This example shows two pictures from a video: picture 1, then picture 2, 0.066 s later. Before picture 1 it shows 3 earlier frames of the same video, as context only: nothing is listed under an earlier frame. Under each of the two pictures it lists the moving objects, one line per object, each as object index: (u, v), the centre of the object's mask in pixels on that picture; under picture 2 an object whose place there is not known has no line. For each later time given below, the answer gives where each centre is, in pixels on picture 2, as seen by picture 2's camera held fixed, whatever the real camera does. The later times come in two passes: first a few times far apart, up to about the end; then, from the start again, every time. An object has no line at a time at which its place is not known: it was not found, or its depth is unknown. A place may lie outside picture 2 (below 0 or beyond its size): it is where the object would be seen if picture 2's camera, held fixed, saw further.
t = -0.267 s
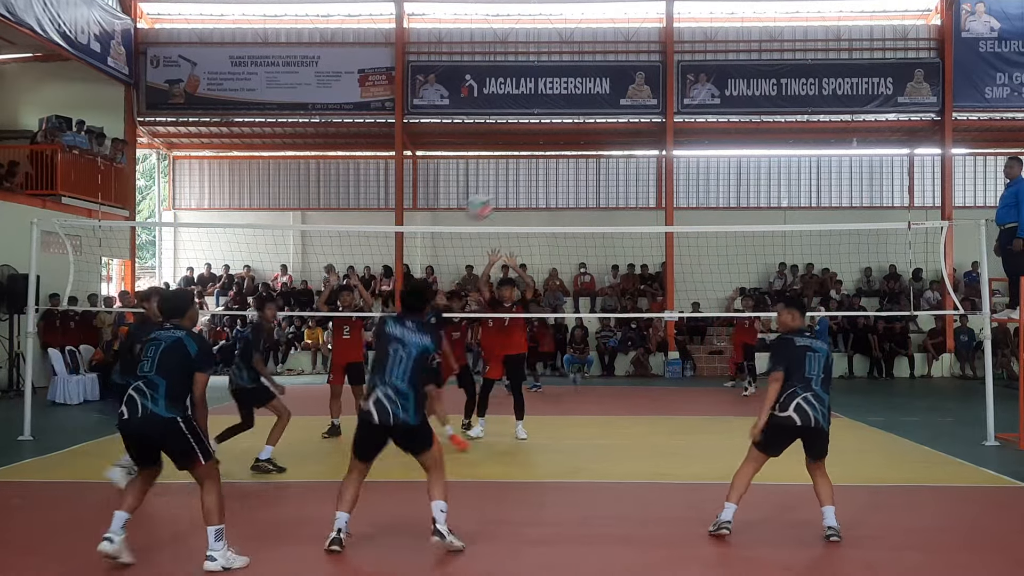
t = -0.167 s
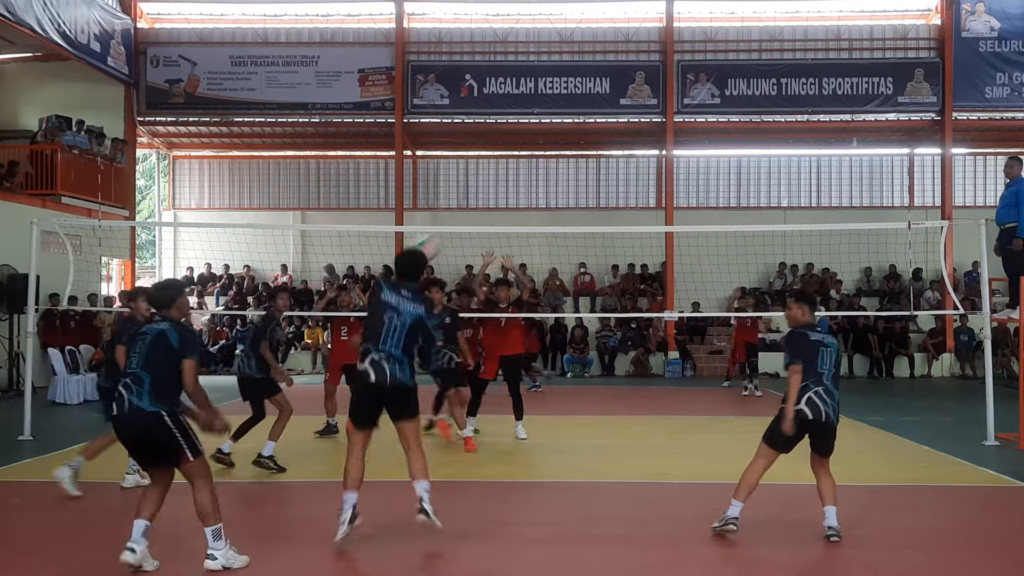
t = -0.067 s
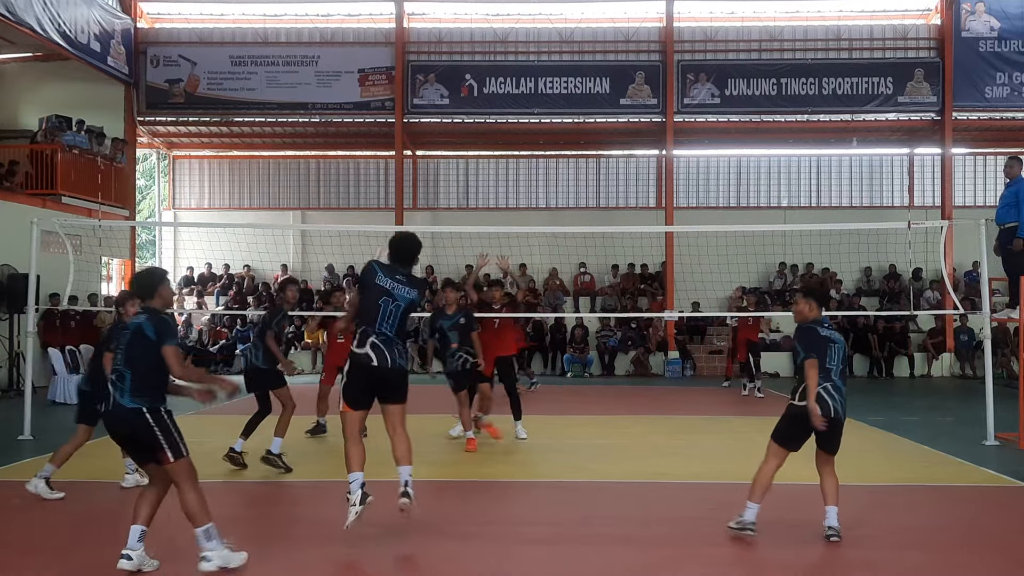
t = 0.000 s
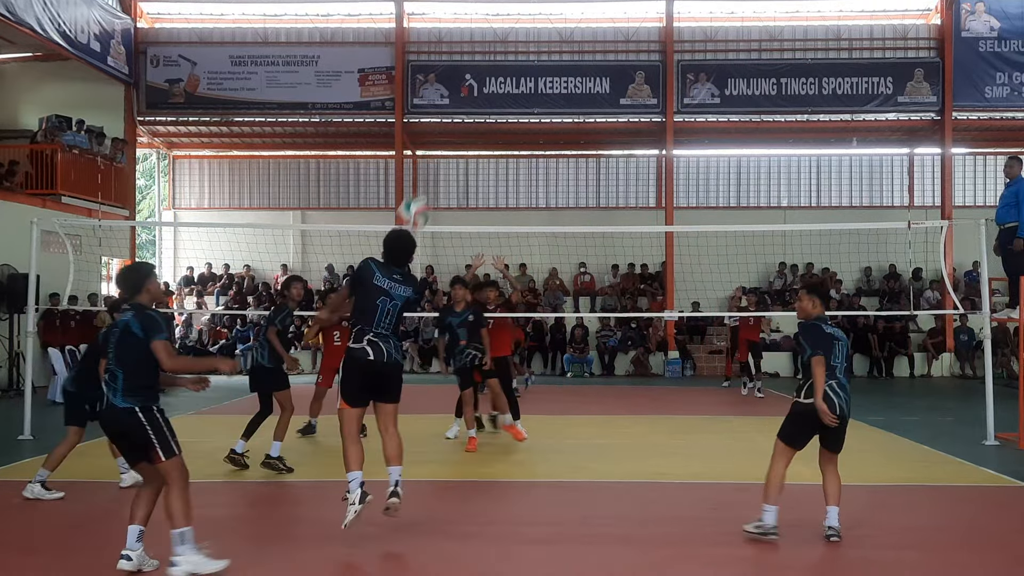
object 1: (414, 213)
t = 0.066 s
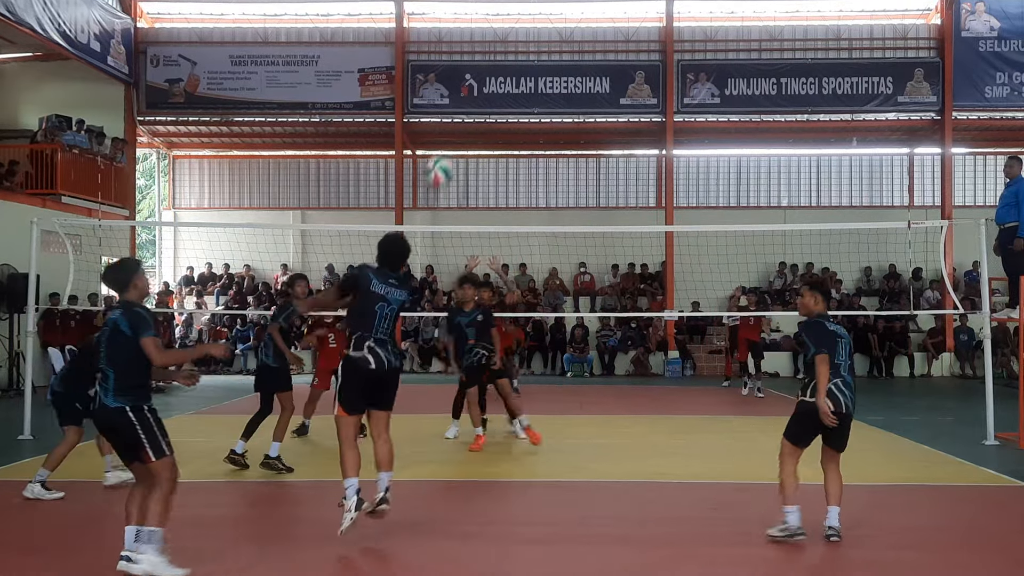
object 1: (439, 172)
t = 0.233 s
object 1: (497, 103)
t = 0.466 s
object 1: (572, 76)
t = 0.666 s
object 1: (628, 109)
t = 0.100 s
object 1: (451, 153)
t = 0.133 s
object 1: (463, 137)
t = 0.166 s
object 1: (473, 125)
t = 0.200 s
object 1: (486, 111)
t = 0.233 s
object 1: (497, 103)
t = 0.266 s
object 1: (508, 92)
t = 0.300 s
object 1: (519, 87)
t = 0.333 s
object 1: (531, 82)
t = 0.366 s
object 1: (540, 78)
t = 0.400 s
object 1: (551, 76)
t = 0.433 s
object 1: (561, 75)
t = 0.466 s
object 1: (572, 76)
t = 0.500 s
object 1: (582, 78)
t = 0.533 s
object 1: (593, 82)
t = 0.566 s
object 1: (601, 87)
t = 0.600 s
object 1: (611, 93)
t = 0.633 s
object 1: (620, 100)
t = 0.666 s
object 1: (628, 109)
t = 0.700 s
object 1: (640, 121)
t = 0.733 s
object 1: (649, 133)
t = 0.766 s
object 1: (655, 142)
